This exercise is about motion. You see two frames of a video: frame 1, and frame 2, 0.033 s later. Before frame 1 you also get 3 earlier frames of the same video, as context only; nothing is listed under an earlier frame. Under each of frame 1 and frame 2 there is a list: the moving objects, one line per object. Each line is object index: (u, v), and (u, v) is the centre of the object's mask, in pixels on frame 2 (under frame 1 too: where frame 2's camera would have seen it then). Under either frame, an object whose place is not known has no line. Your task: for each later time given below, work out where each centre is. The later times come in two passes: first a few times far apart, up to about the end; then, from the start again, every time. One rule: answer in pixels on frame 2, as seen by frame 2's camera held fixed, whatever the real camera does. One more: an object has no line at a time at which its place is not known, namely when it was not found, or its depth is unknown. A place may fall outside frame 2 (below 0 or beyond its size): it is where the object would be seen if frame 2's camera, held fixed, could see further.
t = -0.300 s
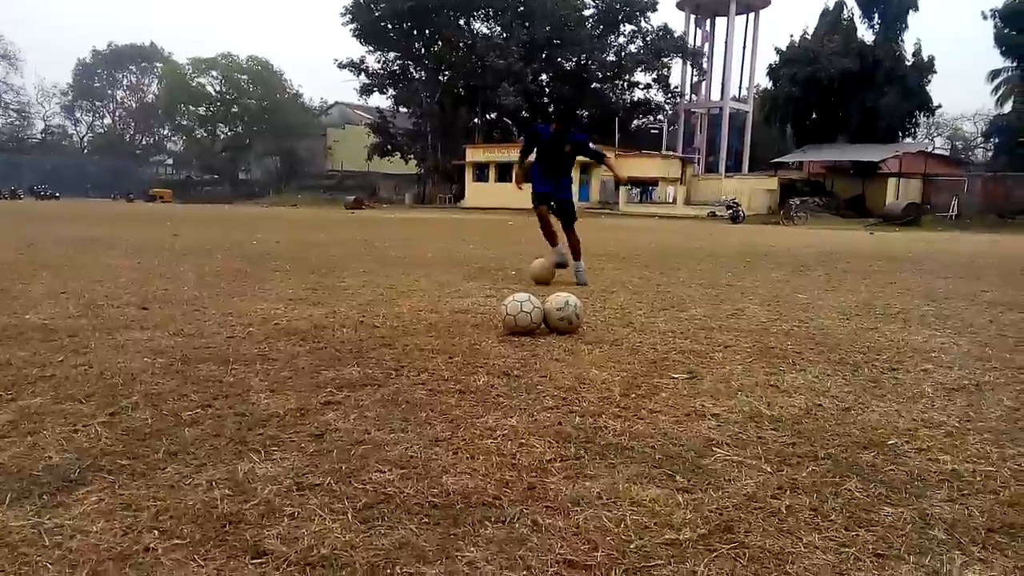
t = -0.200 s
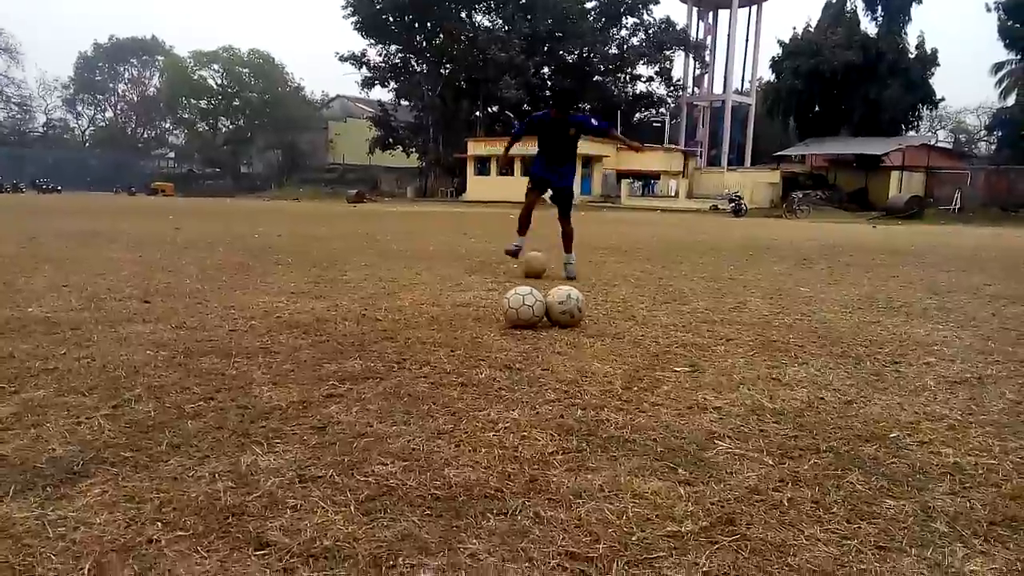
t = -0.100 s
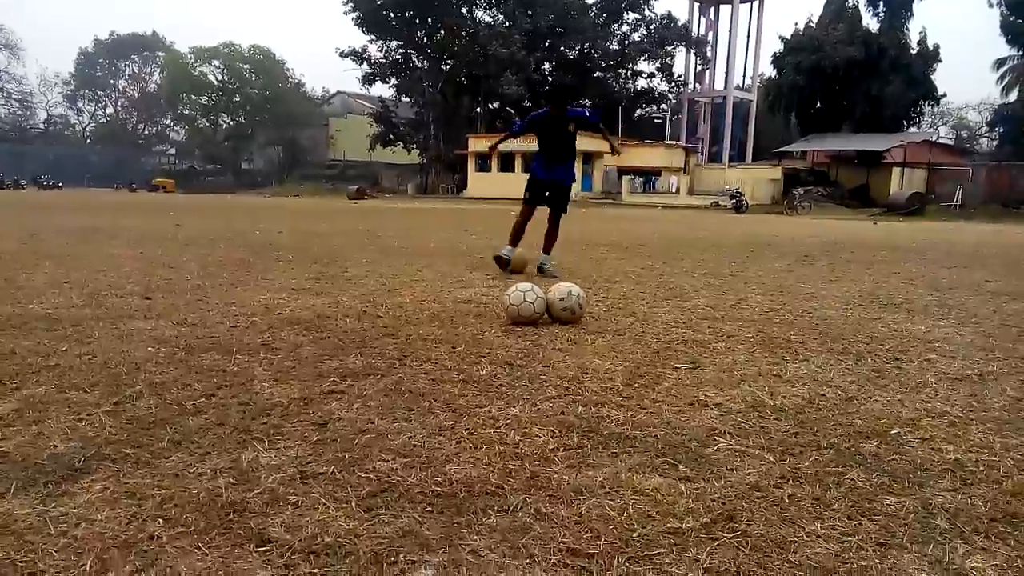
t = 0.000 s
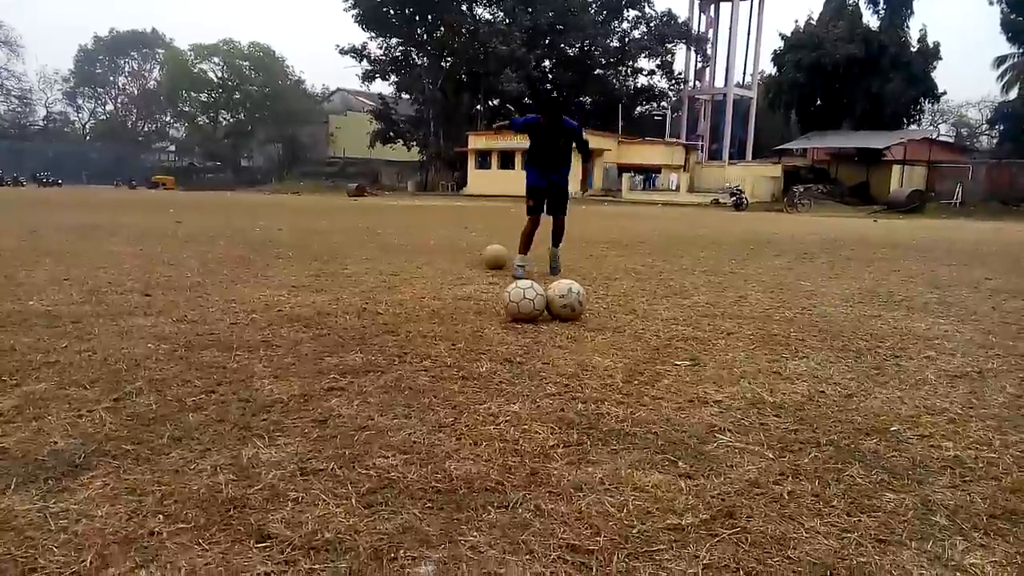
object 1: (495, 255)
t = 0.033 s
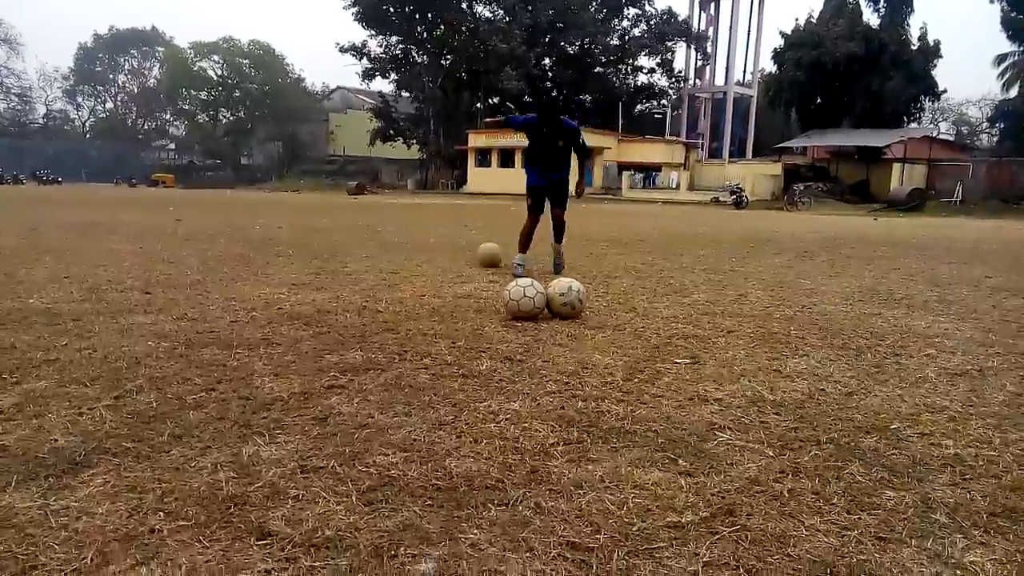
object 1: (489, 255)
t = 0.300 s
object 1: (441, 253)
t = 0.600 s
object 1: (393, 251)
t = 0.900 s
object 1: (348, 249)
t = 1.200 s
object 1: (306, 247)
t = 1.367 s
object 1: (285, 246)
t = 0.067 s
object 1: (483, 255)
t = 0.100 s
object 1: (477, 255)
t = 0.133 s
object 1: (471, 254)
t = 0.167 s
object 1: (465, 253)
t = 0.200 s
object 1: (459, 253)
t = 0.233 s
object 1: (453, 253)
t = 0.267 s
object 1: (447, 253)
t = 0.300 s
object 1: (441, 253)
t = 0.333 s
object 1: (435, 252)
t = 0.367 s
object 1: (430, 252)
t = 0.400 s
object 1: (424, 252)
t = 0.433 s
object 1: (419, 252)
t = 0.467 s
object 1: (413, 252)
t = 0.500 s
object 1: (408, 251)
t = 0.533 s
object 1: (403, 251)
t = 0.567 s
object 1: (398, 251)
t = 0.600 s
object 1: (393, 251)
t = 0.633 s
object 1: (387, 251)
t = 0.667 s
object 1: (382, 251)
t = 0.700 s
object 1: (377, 250)
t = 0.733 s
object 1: (372, 250)
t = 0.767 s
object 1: (367, 250)
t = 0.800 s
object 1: (362, 250)
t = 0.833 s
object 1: (357, 250)
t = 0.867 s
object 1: (352, 249)
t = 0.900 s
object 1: (348, 249)
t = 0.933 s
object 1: (343, 249)
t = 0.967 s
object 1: (338, 248)
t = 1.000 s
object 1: (334, 248)
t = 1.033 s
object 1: (329, 248)
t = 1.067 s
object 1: (325, 248)
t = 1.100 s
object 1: (320, 248)
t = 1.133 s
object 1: (315, 247)
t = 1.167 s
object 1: (311, 247)
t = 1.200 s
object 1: (306, 247)
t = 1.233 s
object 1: (302, 247)
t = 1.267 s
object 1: (297, 247)
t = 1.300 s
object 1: (293, 246)
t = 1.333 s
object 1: (289, 246)
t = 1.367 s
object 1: (285, 246)
